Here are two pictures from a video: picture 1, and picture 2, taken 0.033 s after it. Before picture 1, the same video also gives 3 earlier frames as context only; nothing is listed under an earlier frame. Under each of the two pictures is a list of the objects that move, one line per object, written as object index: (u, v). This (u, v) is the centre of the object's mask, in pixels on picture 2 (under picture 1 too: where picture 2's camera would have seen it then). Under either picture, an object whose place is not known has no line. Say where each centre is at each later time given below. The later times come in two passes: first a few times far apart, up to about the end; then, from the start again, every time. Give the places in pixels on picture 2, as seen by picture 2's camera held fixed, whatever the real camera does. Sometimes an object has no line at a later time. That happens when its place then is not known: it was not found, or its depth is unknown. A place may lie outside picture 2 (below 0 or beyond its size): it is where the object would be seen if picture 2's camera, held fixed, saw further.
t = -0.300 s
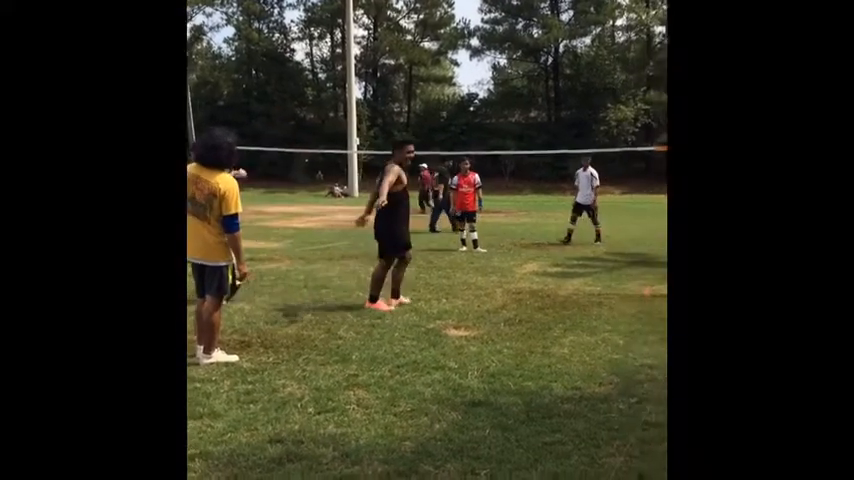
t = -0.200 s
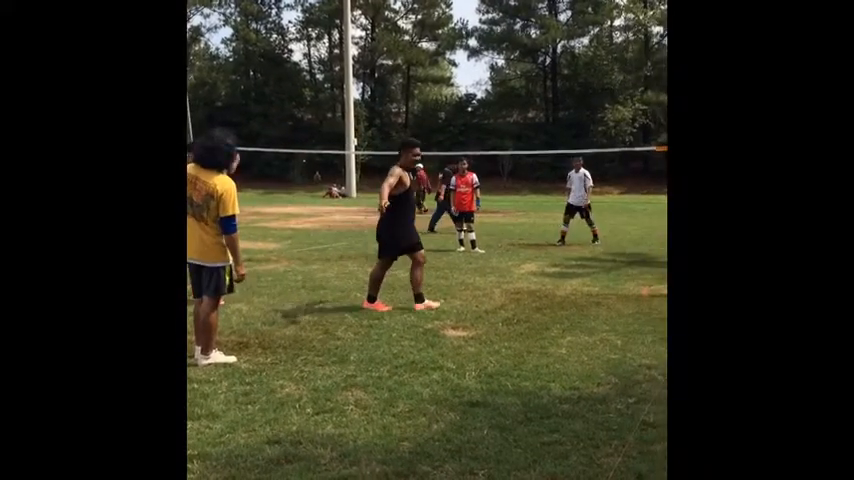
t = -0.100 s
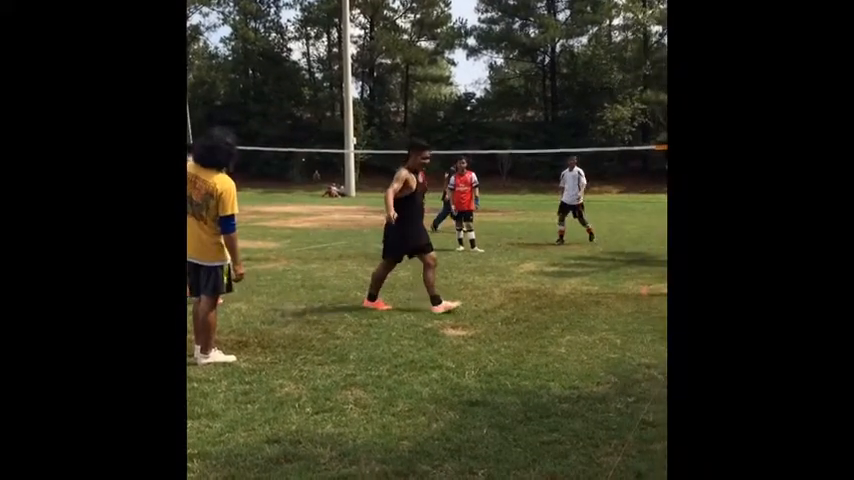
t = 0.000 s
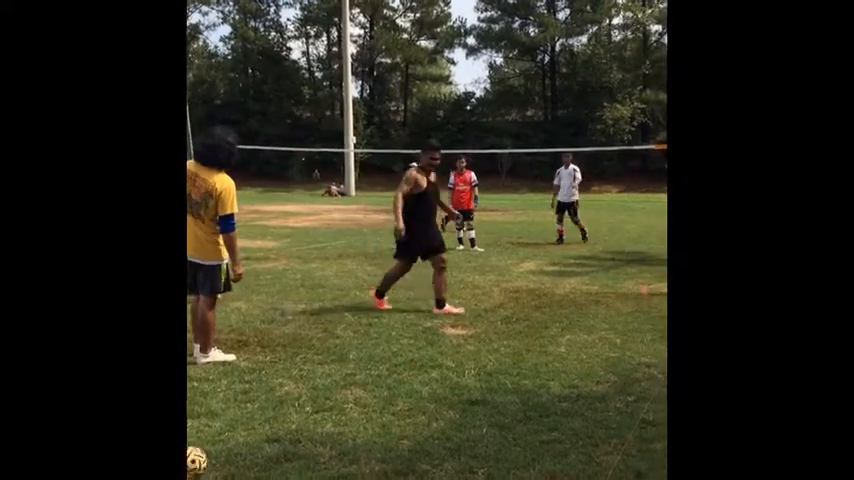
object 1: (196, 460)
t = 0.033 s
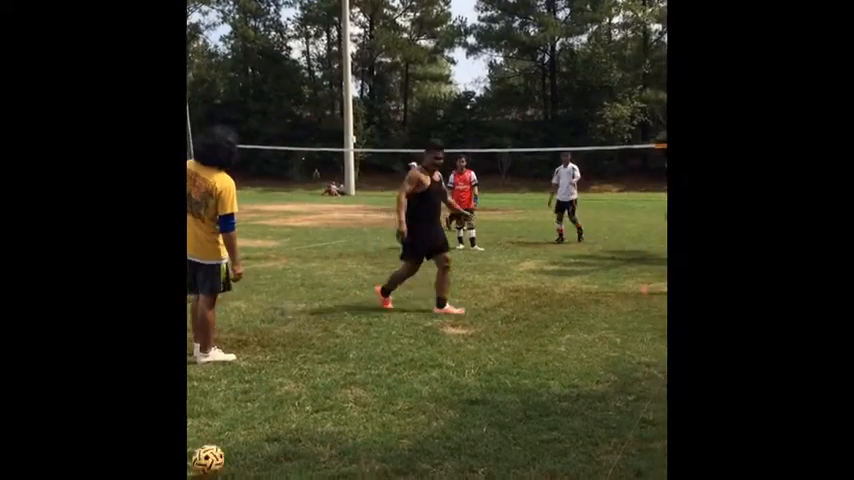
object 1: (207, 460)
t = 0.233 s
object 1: (300, 430)
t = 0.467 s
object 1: (377, 406)
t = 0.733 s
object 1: (439, 391)
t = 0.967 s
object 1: (482, 378)
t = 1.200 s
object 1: (510, 368)
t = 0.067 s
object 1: (225, 461)
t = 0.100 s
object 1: (241, 457)
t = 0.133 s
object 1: (257, 448)
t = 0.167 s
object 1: (272, 440)
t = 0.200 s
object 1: (286, 434)
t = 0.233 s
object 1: (300, 430)
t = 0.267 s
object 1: (313, 428)
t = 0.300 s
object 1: (325, 427)
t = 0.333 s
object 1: (337, 423)
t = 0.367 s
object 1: (347, 417)
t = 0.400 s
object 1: (357, 411)
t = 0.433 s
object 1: (368, 407)
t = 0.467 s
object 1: (377, 406)
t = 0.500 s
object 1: (387, 405)
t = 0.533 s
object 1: (396, 404)
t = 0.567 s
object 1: (403, 399)
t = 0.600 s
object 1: (412, 393)
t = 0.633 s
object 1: (419, 389)
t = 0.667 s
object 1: (426, 388)
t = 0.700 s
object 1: (434, 389)
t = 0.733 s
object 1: (439, 391)
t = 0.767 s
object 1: (448, 385)
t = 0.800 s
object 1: (452, 382)
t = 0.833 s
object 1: (458, 381)
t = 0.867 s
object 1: (464, 378)
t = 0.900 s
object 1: (470, 378)
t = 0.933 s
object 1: (475, 378)
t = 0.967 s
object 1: (482, 378)
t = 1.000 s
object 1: (485, 375)
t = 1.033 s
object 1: (489, 373)
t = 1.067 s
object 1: (494, 372)
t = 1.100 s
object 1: (498, 372)
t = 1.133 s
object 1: (502, 372)
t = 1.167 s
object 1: (506, 369)
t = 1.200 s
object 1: (510, 368)
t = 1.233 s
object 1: (513, 367)
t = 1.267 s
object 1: (517, 366)
